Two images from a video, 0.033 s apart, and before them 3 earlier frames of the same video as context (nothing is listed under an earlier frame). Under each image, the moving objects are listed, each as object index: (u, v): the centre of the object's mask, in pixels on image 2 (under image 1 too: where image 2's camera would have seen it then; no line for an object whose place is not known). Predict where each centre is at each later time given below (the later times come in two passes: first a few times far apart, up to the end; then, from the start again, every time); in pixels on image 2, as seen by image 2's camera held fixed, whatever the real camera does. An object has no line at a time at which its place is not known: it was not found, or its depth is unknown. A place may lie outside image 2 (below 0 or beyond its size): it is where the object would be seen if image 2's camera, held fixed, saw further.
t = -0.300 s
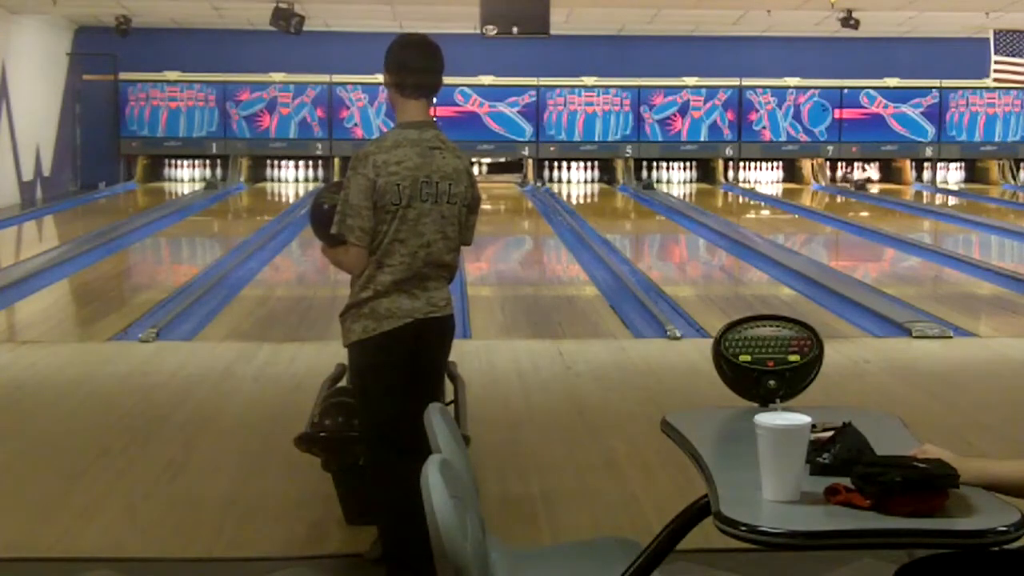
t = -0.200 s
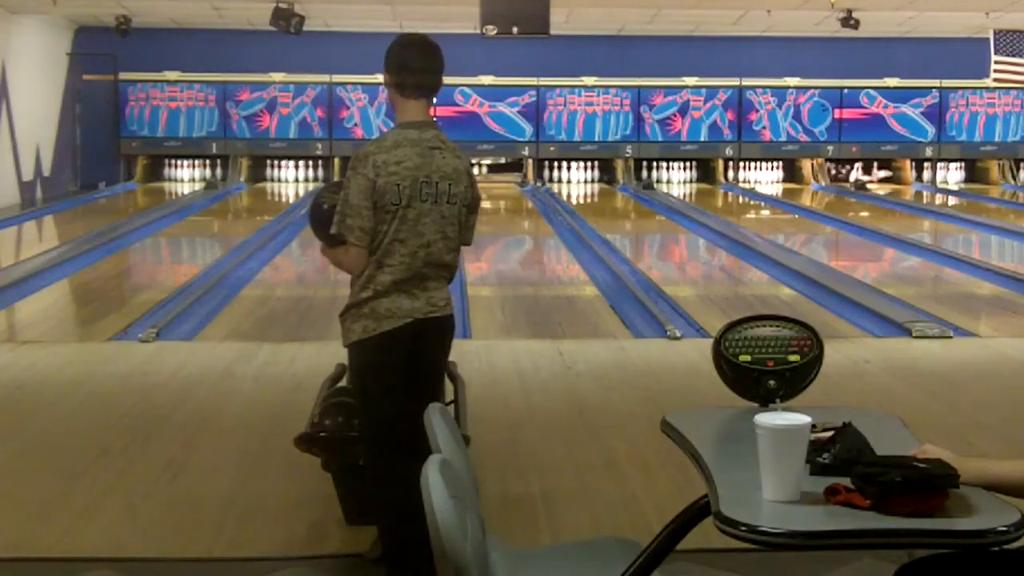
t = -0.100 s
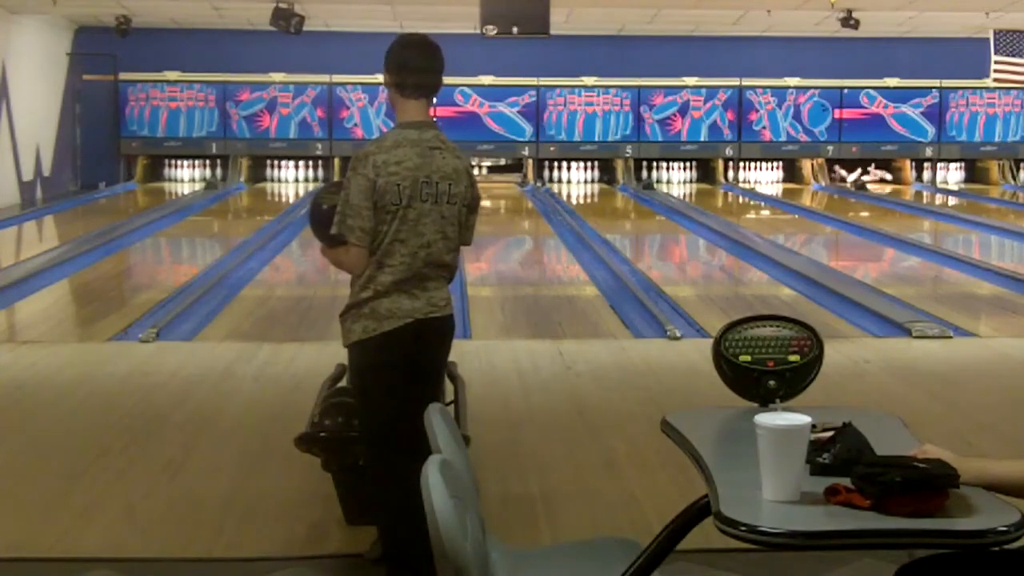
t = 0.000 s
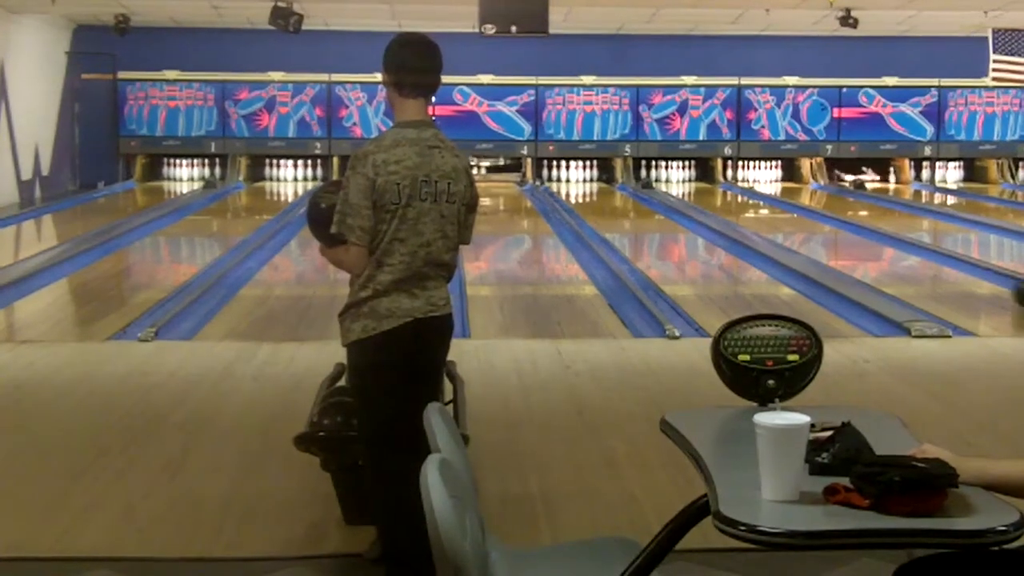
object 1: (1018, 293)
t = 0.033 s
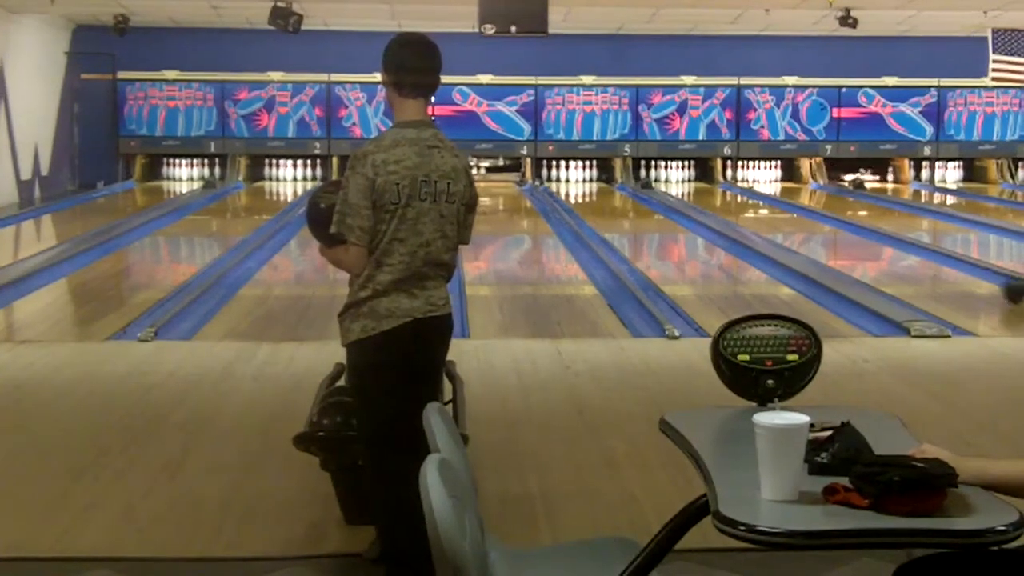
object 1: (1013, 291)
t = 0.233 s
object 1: (961, 271)
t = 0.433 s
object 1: (915, 256)
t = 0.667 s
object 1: (871, 241)
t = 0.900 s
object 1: (834, 228)
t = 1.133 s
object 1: (803, 218)
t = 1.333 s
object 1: (779, 212)
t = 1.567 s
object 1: (757, 203)
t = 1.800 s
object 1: (735, 198)
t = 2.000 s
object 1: (719, 192)
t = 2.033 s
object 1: (717, 191)
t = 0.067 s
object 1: (1005, 287)
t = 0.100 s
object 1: (996, 284)
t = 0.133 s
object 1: (986, 280)
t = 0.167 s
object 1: (978, 277)
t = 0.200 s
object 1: (969, 274)
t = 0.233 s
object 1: (961, 271)
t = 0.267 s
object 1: (952, 269)
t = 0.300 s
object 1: (945, 266)
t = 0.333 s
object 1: (937, 263)
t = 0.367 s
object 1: (930, 261)
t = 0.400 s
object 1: (923, 259)
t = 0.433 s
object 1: (915, 256)
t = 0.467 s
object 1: (908, 253)
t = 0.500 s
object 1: (901, 252)
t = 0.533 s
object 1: (895, 250)
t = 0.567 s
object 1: (888, 247)
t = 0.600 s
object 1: (882, 244)
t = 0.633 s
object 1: (876, 242)
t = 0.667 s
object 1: (871, 241)
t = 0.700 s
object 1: (865, 239)
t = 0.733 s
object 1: (860, 237)
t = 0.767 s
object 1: (855, 235)
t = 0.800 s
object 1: (850, 233)
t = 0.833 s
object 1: (844, 231)
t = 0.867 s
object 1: (839, 230)
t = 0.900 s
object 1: (834, 228)
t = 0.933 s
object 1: (830, 227)
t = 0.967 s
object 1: (825, 226)
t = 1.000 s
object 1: (820, 224)
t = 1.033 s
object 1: (816, 223)
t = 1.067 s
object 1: (811, 222)
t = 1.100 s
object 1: (807, 220)
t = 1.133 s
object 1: (803, 218)
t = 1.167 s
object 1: (799, 217)
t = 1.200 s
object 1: (795, 216)
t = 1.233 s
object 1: (791, 215)
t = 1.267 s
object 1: (787, 214)
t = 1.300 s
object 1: (783, 213)
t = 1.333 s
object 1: (779, 212)
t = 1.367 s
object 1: (776, 211)
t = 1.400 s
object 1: (773, 209)
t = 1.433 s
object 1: (769, 208)
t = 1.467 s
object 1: (766, 207)
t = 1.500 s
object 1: (763, 204)
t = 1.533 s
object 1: (760, 204)
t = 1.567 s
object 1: (757, 203)
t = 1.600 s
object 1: (753, 202)
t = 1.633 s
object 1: (751, 201)
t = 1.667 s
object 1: (748, 200)
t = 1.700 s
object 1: (744, 199)
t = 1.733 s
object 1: (740, 199)
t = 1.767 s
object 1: (738, 198)
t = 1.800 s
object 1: (735, 198)
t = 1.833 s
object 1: (733, 196)
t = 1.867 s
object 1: (730, 195)
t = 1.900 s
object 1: (728, 195)
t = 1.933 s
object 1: (725, 193)
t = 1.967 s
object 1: (722, 193)
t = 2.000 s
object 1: (719, 192)
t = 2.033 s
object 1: (717, 191)
